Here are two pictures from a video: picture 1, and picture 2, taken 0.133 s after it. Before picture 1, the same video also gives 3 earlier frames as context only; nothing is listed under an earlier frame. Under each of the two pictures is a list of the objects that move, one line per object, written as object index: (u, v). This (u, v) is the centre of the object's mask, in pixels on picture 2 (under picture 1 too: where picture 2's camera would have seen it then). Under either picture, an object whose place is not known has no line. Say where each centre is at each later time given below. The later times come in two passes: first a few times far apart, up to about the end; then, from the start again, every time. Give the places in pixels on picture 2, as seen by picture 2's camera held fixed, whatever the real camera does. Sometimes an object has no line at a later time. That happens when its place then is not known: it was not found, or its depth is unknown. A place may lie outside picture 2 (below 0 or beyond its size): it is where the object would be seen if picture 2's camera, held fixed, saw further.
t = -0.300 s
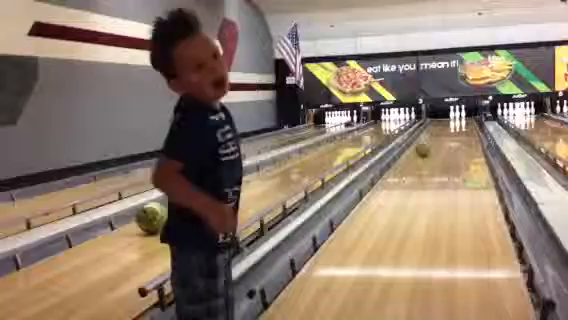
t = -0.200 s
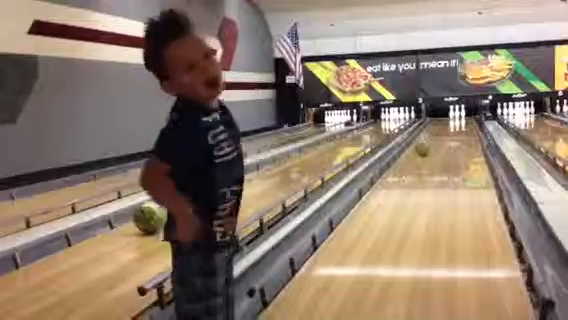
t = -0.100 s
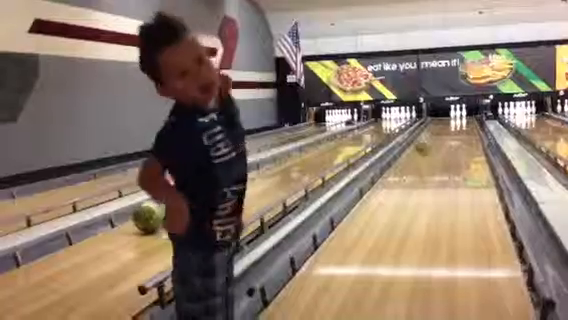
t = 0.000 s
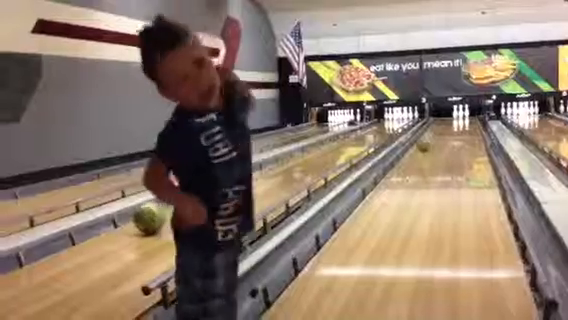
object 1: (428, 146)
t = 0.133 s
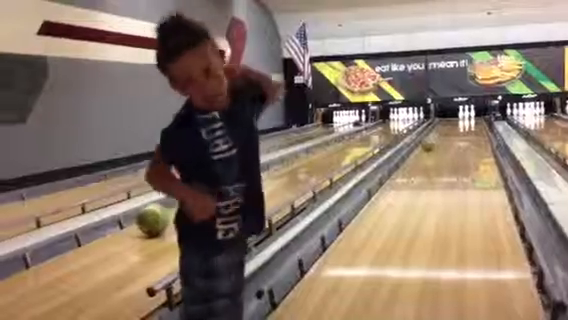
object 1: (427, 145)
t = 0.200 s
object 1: (426, 145)
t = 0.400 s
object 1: (424, 142)
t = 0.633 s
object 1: (424, 140)
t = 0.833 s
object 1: (425, 137)
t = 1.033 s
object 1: (427, 137)
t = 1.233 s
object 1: (430, 135)
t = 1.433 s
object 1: (430, 132)
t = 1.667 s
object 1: (435, 131)
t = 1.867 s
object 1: (438, 129)
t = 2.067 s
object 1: (439, 128)
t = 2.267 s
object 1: (439, 127)
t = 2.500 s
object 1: (441, 125)
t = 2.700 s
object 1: (442, 125)
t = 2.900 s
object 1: (442, 124)
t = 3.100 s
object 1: (442, 123)
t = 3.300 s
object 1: (443, 122)
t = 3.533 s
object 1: (445, 122)
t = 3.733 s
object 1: (444, 121)
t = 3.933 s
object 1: (444, 121)
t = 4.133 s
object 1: (445, 120)
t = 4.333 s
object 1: (446, 119)
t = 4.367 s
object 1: (445, 120)
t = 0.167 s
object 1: (426, 145)
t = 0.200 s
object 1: (426, 145)
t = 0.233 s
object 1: (426, 143)
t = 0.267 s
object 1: (426, 143)
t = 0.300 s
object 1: (426, 143)
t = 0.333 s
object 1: (424, 142)
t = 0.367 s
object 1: (425, 142)
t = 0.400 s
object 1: (424, 142)
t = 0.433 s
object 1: (424, 140)
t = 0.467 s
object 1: (424, 140)
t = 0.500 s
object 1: (424, 140)
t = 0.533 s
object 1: (423, 140)
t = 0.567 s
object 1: (424, 139)
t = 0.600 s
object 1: (423, 139)
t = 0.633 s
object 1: (424, 140)
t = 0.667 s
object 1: (423, 140)
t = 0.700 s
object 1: (423, 140)
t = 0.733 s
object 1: (424, 140)
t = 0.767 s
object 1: (425, 137)
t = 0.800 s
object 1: (425, 137)
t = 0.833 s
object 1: (425, 137)
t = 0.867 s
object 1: (426, 136)
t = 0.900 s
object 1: (426, 138)
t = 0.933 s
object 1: (427, 135)
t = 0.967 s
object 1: (426, 137)
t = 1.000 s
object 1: (427, 137)
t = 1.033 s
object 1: (427, 137)
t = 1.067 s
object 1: (427, 136)
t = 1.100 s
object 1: (428, 136)
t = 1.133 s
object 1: (428, 136)
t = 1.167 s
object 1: (428, 136)
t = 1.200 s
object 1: (429, 136)
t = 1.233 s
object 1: (430, 135)
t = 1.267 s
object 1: (430, 135)
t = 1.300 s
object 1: (430, 133)
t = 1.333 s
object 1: (430, 133)
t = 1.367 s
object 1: (430, 133)
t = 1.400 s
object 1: (431, 132)
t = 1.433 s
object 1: (430, 132)
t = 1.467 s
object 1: (432, 132)
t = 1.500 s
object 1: (432, 132)
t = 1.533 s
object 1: (433, 132)
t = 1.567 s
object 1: (433, 131)
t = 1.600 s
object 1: (434, 132)
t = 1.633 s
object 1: (434, 131)
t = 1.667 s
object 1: (435, 131)
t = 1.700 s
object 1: (435, 131)
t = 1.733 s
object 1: (435, 131)
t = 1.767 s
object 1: (436, 131)
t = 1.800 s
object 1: (436, 131)
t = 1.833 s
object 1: (437, 130)
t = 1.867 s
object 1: (438, 129)
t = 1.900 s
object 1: (438, 128)
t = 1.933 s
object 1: (438, 129)
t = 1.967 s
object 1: (438, 129)
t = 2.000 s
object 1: (438, 129)
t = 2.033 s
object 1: (438, 129)
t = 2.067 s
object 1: (439, 128)
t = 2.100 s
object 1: (439, 128)
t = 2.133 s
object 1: (439, 127)
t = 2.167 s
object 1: (439, 127)
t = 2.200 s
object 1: (439, 127)
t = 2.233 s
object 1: (439, 127)
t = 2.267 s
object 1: (439, 127)
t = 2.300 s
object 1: (439, 127)
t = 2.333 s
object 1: (439, 127)
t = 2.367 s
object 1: (440, 126)
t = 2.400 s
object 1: (440, 126)
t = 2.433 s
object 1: (440, 126)
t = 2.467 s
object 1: (440, 126)
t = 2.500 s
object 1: (441, 125)
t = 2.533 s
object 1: (441, 125)
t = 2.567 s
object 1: (441, 125)
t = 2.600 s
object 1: (441, 125)
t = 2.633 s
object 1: (441, 125)
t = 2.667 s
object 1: (441, 125)
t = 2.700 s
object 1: (442, 125)
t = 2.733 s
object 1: (441, 124)
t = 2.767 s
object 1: (442, 124)
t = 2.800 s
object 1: (442, 123)
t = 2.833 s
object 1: (442, 124)
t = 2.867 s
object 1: (442, 124)
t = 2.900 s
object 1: (442, 124)
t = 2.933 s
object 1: (443, 124)
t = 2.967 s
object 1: (443, 124)
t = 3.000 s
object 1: (443, 124)
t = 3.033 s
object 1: (443, 124)
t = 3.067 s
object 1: (443, 124)
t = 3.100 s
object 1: (442, 123)
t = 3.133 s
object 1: (442, 122)
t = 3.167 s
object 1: (442, 122)
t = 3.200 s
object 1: (443, 122)
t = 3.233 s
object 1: (444, 123)
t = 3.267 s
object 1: (444, 122)
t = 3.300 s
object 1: (443, 122)
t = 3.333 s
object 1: (443, 122)
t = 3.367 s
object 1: (443, 122)
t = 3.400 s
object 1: (445, 122)
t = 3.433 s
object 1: (446, 122)
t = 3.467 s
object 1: (446, 122)
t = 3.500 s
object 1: (446, 122)
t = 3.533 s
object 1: (445, 122)
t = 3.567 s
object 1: (446, 122)
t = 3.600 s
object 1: (444, 122)
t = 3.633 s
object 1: (444, 122)
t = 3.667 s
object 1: (444, 122)
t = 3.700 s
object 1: (445, 121)
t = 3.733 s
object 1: (444, 121)
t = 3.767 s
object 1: (446, 121)
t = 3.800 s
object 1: (444, 122)
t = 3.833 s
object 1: (444, 121)
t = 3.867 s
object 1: (444, 121)
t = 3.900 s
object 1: (444, 121)
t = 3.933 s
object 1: (444, 121)
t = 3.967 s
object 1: (444, 120)
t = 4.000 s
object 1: (445, 120)
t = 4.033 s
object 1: (444, 120)
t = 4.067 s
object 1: (445, 121)
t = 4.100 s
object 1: (445, 120)
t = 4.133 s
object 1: (445, 120)
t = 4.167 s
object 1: (445, 119)
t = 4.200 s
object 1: (446, 119)
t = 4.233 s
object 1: (445, 120)
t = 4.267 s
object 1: (446, 120)
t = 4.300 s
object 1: (445, 119)
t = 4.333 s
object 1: (446, 119)
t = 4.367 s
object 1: (445, 120)
